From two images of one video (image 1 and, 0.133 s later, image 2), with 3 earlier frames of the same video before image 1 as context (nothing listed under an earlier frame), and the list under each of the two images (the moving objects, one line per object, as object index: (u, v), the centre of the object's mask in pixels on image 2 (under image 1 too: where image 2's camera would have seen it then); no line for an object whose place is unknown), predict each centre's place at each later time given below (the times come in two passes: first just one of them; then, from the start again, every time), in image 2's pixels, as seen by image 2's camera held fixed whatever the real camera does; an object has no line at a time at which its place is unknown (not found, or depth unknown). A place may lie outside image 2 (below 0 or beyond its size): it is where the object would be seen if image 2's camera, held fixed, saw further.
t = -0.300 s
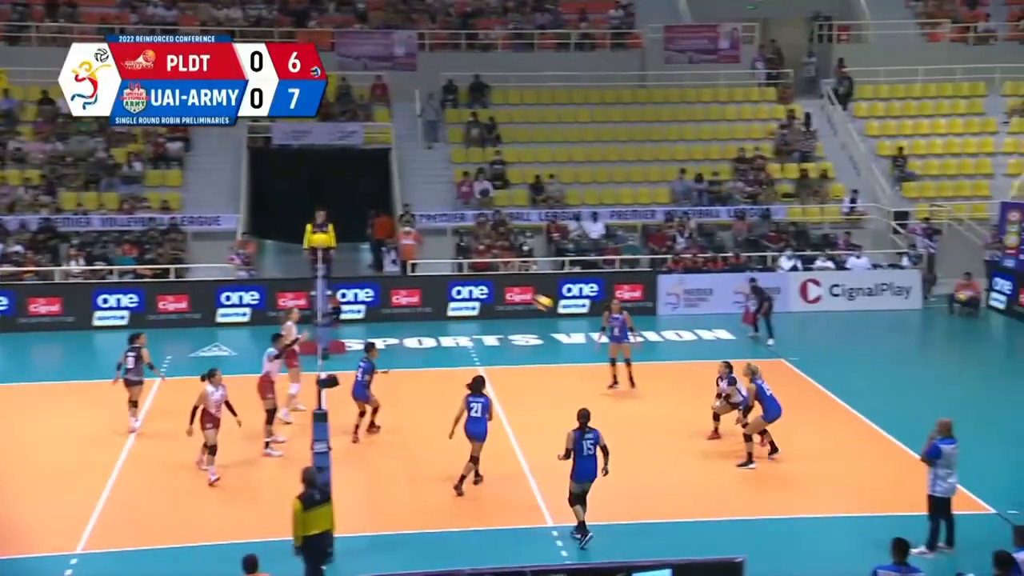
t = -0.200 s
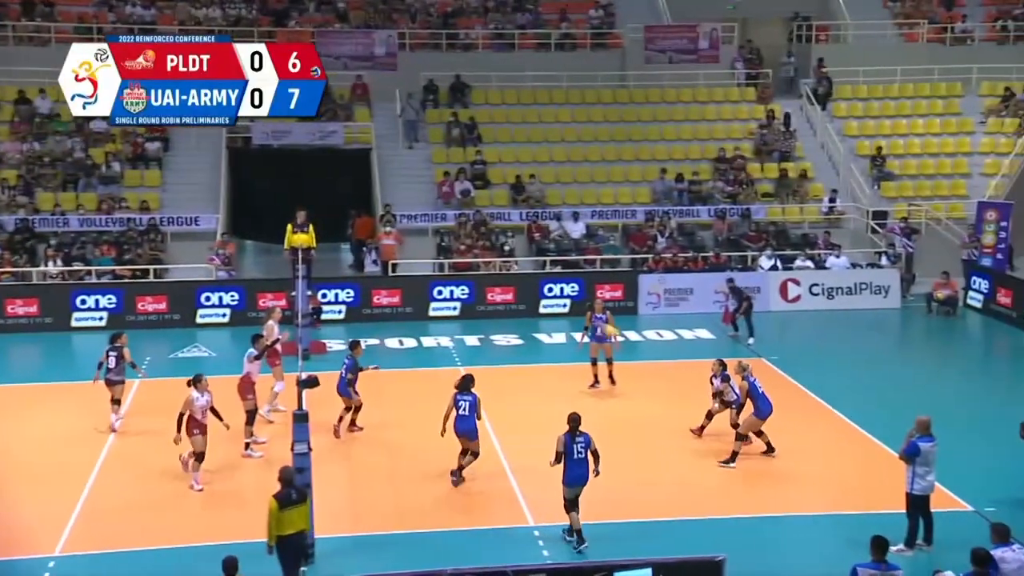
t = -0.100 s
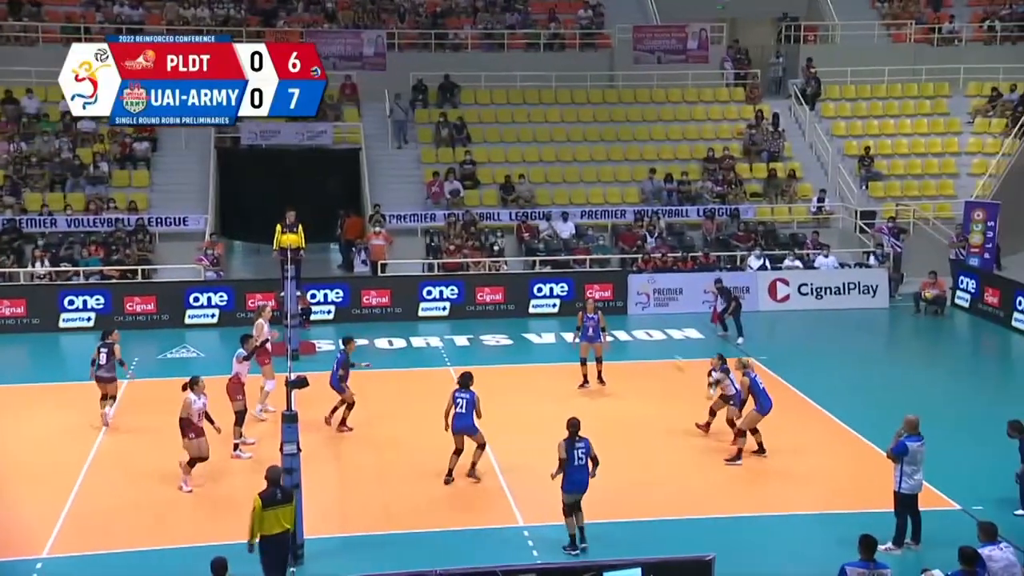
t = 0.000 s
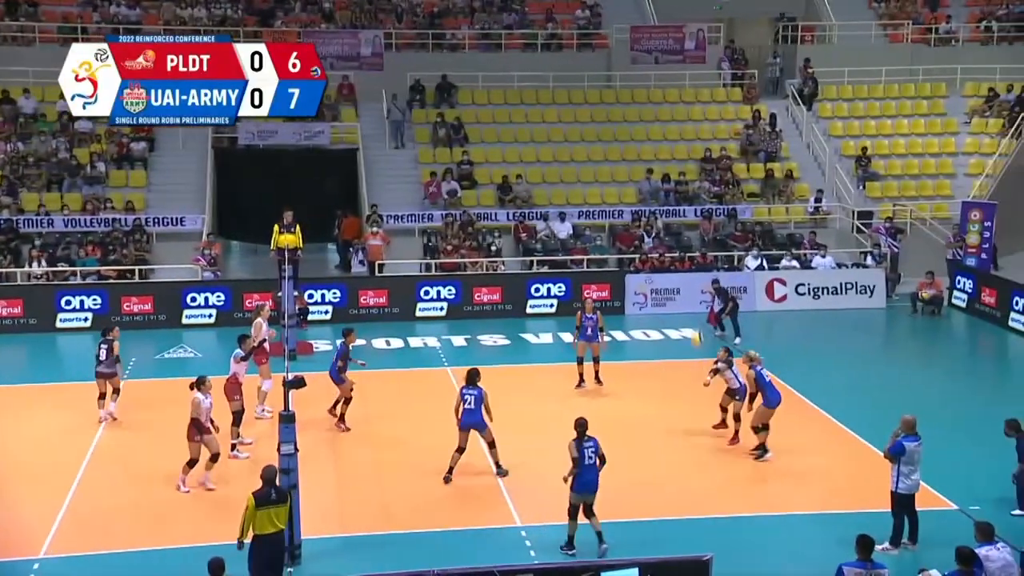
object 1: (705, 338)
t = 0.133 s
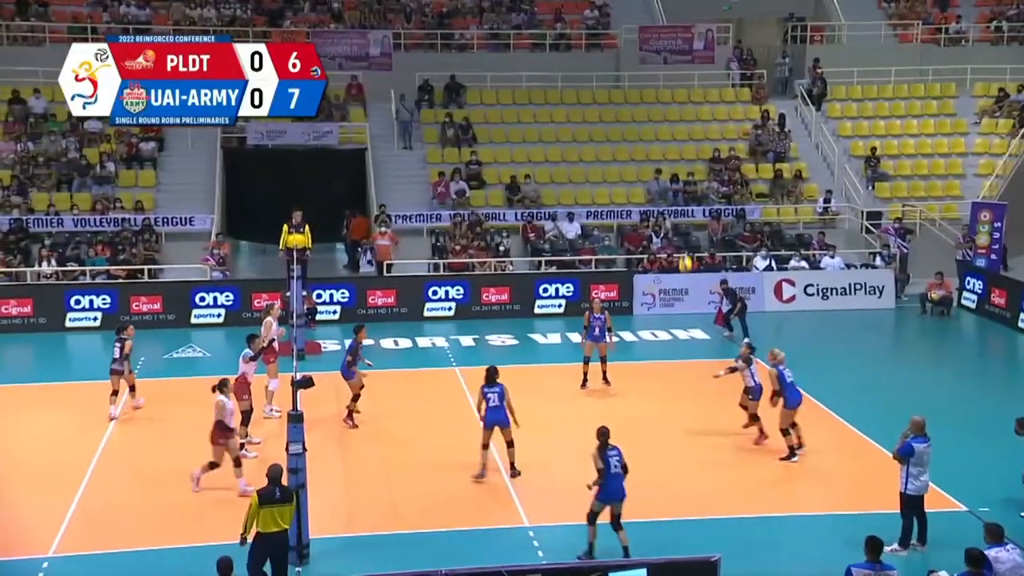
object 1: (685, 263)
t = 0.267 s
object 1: (667, 200)
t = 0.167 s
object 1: (680, 247)
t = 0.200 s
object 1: (676, 230)
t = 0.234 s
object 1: (671, 217)
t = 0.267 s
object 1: (667, 200)
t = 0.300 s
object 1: (662, 187)
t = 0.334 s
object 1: (658, 172)
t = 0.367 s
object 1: (654, 160)
